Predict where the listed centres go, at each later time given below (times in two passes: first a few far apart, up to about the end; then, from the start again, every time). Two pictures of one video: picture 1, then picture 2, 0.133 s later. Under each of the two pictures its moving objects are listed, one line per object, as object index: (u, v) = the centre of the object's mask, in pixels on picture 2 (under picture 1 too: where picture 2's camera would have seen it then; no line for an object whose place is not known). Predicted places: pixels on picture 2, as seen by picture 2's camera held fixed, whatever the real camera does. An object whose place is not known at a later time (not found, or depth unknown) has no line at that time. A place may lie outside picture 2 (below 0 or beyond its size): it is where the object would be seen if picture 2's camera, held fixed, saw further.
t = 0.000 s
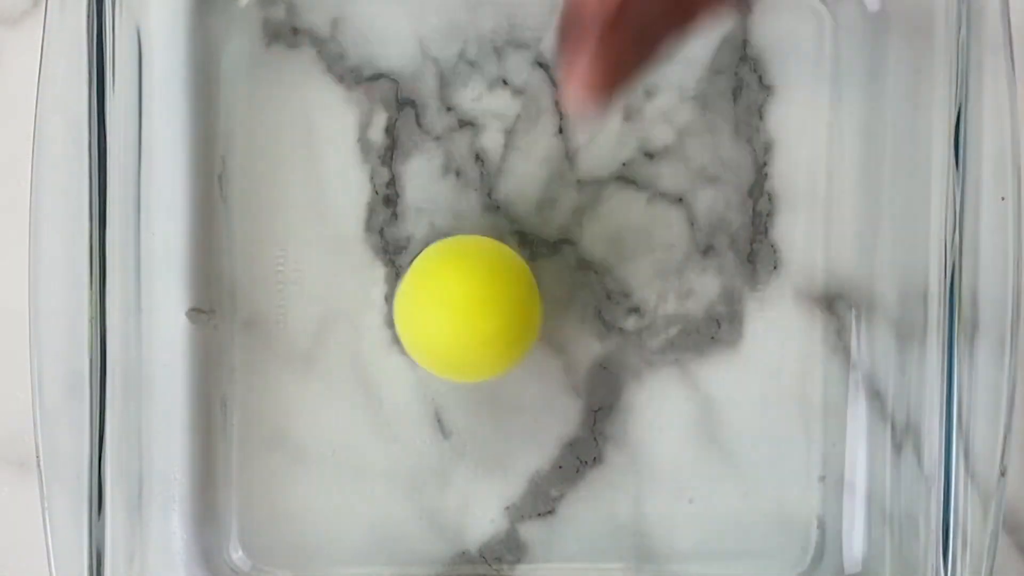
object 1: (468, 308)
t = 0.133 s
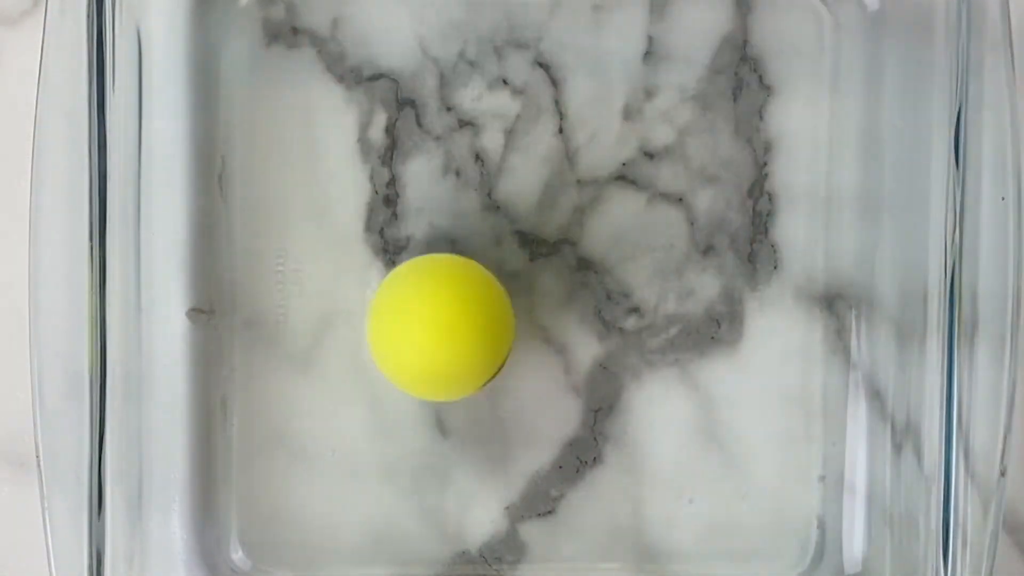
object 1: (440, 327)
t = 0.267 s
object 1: (429, 340)
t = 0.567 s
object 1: (454, 374)
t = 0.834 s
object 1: (510, 389)
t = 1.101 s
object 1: (570, 369)
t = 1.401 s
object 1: (601, 322)
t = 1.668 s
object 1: (570, 293)
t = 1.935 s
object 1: (530, 290)
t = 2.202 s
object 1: (502, 301)
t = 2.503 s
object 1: (491, 323)
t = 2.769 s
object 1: (493, 346)
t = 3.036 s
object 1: (507, 367)
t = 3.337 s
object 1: (539, 392)
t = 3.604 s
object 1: (575, 385)
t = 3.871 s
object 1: (595, 371)
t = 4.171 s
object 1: (595, 343)
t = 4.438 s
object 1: (561, 329)
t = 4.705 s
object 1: (532, 325)
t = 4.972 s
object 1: (513, 331)
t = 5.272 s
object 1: (512, 336)
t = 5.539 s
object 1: (515, 340)
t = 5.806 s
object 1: (526, 341)
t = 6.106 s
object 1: (547, 342)
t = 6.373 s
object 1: (564, 341)
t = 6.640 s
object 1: (576, 336)
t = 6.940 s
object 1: (569, 334)
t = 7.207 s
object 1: (564, 345)
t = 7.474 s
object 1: (570, 354)
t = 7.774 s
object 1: (571, 353)
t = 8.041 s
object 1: (565, 357)
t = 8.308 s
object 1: (562, 366)
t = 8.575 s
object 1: (562, 375)
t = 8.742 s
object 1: (565, 374)
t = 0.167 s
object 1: (436, 335)
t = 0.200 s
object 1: (430, 340)
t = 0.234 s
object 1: (428, 339)
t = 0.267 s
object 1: (429, 340)
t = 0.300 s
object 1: (428, 345)
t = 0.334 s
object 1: (429, 349)
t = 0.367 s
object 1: (431, 357)
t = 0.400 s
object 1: (431, 361)
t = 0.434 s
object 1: (434, 363)
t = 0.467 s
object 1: (438, 366)
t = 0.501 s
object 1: (442, 367)
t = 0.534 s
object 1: (449, 370)
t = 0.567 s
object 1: (454, 374)
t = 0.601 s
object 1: (459, 377)
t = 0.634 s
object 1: (466, 381)
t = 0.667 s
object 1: (472, 381)
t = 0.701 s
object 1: (481, 383)
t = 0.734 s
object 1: (489, 385)
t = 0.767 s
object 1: (496, 386)
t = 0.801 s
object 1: (504, 390)
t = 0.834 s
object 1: (510, 389)
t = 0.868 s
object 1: (519, 388)
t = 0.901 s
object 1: (524, 386)
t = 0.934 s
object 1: (536, 385)
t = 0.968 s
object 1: (540, 384)
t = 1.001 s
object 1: (550, 380)
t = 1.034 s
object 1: (556, 376)
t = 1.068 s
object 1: (566, 373)
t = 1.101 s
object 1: (570, 369)
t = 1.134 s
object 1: (579, 363)
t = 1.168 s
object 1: (584, 358)
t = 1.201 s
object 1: (589, 354)
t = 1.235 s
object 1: (592, 348)
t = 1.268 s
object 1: (599, 343)
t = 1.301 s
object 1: (598, 338)
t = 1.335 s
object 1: (602, 332)
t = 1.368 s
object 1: (601, 327)
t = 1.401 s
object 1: (601, 322)
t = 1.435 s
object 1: (598, 317)
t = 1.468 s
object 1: (598, 313)
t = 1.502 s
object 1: (592, 309)
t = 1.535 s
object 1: (590, 303)
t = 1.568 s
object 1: (585, 303)
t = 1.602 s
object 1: (580, 298)
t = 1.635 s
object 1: (576, 296)
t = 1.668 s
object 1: (570, 293)
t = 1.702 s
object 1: (564, 292)
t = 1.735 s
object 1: (558, 289)
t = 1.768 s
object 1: (554, 290)
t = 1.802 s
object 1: (546, 289)
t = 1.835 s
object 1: (543, 288)
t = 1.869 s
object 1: (537, 290)
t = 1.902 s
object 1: (534, 288)
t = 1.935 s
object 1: (530, 290)
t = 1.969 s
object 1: (525, 291)
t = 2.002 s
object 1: (521, 292)
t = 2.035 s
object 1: (517, 292)
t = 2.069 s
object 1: (514, 295)
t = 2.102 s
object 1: (510, 295)
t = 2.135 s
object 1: (508, 298)
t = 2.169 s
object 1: (504, 300)
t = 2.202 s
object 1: (502, 301)
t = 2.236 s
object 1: (501, 305)
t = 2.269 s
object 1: (497, 306)
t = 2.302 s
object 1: (496, 309)
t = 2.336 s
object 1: (495, 311)
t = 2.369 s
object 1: (494, 314)
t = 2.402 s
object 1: (492, 317)
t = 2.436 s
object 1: (492, 319)
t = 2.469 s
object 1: (491, 323)
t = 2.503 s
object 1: (491, 323)
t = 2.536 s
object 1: (491, 327)
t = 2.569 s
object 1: (490, 330)
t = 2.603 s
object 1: (491, 332)
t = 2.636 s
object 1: (490, 336)
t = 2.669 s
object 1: (490, 337)
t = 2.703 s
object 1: (492, 341)
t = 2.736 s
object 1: (492, 343)
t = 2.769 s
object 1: (493, 346)
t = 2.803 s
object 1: (493, 349)
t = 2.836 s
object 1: (496, 352)
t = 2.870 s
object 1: (496, 355)
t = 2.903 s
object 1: (498, 356)
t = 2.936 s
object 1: (501, 360)
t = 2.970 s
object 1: (501, 363)
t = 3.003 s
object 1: (504, 364)
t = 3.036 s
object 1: (507, 367)
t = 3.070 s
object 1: (508, 370)
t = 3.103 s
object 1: (511, 372)
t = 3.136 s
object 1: (515, 376)
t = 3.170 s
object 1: (518, 381)
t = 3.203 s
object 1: (519, 384)
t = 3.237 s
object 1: (525, 386)
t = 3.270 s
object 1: (531, 390)
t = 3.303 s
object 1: (534, 392)
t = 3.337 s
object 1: (539, 392)
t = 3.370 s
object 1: (545, 393)
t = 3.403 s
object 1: (548, 393)
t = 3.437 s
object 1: (552, 391)
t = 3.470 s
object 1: (557, 391)
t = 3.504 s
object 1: (561, 391)
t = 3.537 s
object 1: (566, 389)
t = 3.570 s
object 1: (570, 387)
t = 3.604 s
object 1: (575, 385)
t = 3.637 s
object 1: (577, 383)
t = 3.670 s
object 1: (580, 379)
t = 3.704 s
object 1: (585, 377)
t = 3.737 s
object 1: (586, 378)
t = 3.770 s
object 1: (586, 376)
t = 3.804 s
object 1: (589, 373)
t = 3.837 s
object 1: (592, 372)
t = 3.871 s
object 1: (595, 371)
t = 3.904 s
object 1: (599, 370)
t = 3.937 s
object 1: (602, 368)
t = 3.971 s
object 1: (605, 365)
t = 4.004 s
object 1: (605, 361)
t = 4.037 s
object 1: (605, 357)
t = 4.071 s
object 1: (605, 353)
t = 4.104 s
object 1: (602, 350)
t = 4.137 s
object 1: (599, 346)
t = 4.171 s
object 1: (595, 343)
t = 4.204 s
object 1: (591, 342)
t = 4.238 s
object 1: (586, 341)
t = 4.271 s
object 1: (583, 337)
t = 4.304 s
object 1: (579, 335)
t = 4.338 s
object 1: (574, 334)
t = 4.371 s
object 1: (569, 331)
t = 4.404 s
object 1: (566, 330)
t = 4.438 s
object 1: (561, 329)
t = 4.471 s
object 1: (558, 327)
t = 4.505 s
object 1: (554, 328)
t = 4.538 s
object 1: (550, 325)
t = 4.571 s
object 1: (548, 325)
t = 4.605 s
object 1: (542, 326)
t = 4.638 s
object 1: (539, 324)
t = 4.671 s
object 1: (537, 325)
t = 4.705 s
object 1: (532, 325)
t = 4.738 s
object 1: (530, 324)
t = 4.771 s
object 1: (527, 326)
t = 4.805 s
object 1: (524, 326)
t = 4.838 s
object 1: (522, 327)
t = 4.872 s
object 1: (518, 328)
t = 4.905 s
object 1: (517, 327)
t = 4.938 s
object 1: (516, 331)
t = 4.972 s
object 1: (513, 331)
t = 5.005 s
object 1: (515, 330)
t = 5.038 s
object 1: (513, 335)
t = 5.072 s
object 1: (511, 334)
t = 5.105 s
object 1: (512, 334)
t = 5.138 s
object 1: (509, 337)
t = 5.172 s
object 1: (510, 336)
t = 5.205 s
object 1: (511, 338)
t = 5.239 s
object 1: (509, 336)
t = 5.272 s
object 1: (512, 336)
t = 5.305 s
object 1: (510, 339)
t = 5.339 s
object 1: (509, 337)
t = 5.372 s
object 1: (512, 338)
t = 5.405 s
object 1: (510, 341)
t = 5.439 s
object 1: (511, 338)
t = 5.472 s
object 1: (513, 340)
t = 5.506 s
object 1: (512, 340)
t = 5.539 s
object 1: (515, 340)
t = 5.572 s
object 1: (516, 342)
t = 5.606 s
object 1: (516, 341)
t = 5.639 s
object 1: (520, 341)
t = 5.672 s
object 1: (520, 344)
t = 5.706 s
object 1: (521, 341)
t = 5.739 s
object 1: (525, 342)
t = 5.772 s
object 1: (524, 345)
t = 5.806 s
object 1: (526, 341)
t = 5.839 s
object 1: (530, 343)
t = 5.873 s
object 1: (529, 344)
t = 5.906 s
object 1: (533, 342)
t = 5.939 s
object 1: (535, 344)
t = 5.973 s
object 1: (535, 343)
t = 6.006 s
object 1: (539, 342)
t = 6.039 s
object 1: (543, 344)
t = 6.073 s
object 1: (544, 342)
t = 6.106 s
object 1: (547, 342)
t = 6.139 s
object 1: (549, 343)
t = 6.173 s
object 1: (549, 342)
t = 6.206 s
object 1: (552, 342)
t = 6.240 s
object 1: (554, 343)
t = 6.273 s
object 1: (555, 342)
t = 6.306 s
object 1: (559, 342)
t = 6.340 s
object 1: (563, 343)
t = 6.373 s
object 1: (564, 341)
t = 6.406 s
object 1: (566, 340)
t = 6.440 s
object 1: (568, 339)
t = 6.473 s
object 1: (570, 339)
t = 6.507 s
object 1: (571, 338)
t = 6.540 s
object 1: (573, 337)
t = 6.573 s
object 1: (574, 336)
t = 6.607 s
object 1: (575, 336)
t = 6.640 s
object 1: (576, 336)
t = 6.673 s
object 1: (576, 334)
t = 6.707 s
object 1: (575, 334)
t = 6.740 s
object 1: (575, 334)
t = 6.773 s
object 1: (574, 333)
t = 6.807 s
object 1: (573, 333)
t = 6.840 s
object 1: (573, 334)
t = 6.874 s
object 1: (571, 334)
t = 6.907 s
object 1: (570, 334)
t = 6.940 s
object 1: (569, 334)
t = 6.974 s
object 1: (568, 335)
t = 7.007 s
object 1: (567, 336)
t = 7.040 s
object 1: (566, 337)
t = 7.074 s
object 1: (565, 338)
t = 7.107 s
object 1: (564, 340)
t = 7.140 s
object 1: (564, 343)
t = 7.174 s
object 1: (563, 343)
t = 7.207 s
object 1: (564, 345)
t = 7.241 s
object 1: (565, 348)
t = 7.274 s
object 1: (565, 350)
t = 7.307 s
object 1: (565, 350)
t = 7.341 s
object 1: (567, 353)
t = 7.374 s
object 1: (568, 353)
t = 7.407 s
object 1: (570, 354)
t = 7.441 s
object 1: (570, 354)
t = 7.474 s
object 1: (570, 354)
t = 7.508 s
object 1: (572, 354)
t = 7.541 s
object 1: (572, 355)
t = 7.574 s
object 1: (573, 354)
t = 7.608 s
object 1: (573, 353)
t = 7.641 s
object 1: (573, 353)
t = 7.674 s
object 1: (572, 353)
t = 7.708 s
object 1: (572, 352)
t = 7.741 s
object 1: (572, 353)
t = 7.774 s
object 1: (571, 353)
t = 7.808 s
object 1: (571, 353)
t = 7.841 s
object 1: (570, 353)
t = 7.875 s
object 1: (569, 353)
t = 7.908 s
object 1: (568, 353)
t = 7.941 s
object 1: (567, 354)
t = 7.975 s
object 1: (566, 356)
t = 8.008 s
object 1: (565, 356)
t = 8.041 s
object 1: (565, 357)
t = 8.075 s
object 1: (565, 359)
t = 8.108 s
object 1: (565, 360)
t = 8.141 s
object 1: (564, 361)
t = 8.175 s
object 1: (564, 362)
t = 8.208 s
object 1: (563, 363)
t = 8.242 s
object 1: (563, 364)
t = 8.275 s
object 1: (563, 366)
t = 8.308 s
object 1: (562, 366)
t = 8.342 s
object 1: (563, 367)
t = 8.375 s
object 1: (563, 369)
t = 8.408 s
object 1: (562, 370)
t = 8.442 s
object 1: (562, 371)
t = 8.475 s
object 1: (562, 372)
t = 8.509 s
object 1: (561, 373)
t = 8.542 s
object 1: (562, 373)
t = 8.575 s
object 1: (562, 375)
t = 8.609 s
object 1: (562, 375)
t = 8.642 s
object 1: (563, 375)
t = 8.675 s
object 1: (564, 376)
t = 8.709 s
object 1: (564, 376)
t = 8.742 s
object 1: (565, 374)
